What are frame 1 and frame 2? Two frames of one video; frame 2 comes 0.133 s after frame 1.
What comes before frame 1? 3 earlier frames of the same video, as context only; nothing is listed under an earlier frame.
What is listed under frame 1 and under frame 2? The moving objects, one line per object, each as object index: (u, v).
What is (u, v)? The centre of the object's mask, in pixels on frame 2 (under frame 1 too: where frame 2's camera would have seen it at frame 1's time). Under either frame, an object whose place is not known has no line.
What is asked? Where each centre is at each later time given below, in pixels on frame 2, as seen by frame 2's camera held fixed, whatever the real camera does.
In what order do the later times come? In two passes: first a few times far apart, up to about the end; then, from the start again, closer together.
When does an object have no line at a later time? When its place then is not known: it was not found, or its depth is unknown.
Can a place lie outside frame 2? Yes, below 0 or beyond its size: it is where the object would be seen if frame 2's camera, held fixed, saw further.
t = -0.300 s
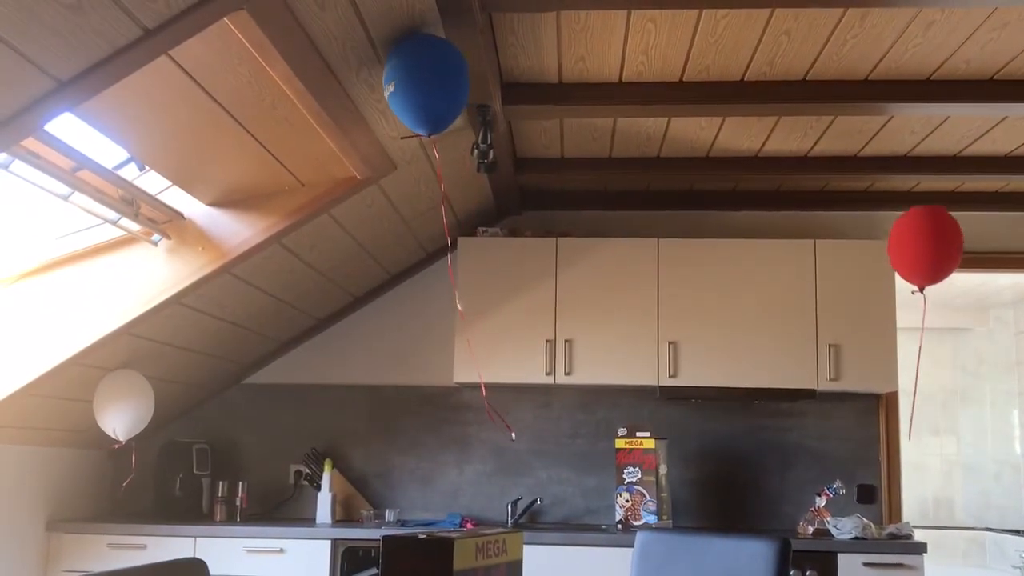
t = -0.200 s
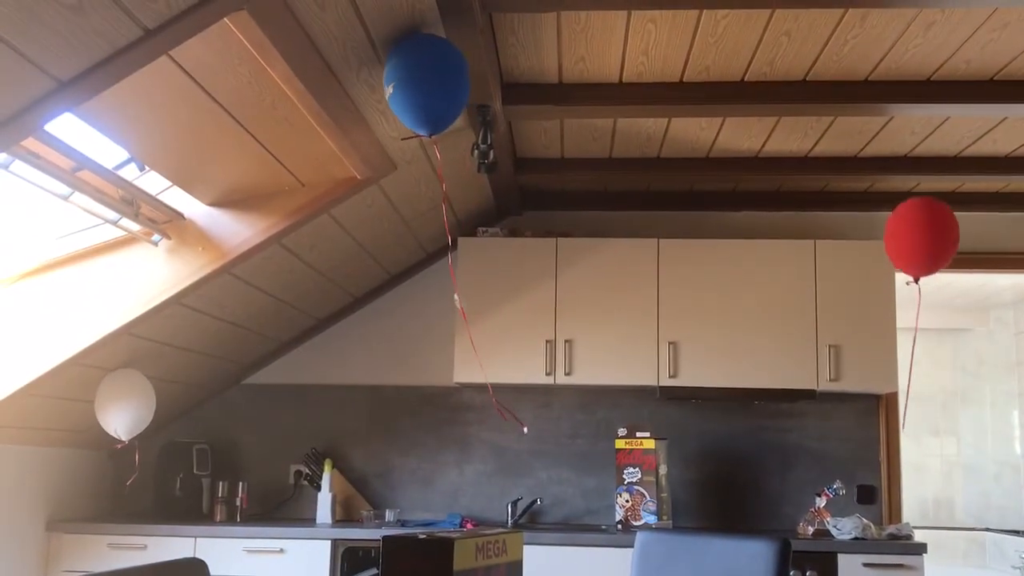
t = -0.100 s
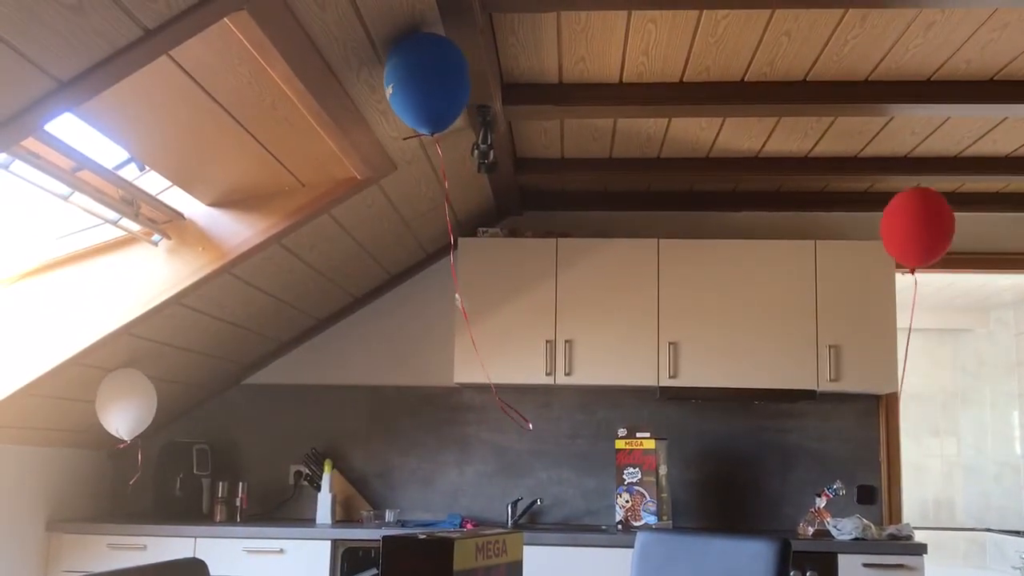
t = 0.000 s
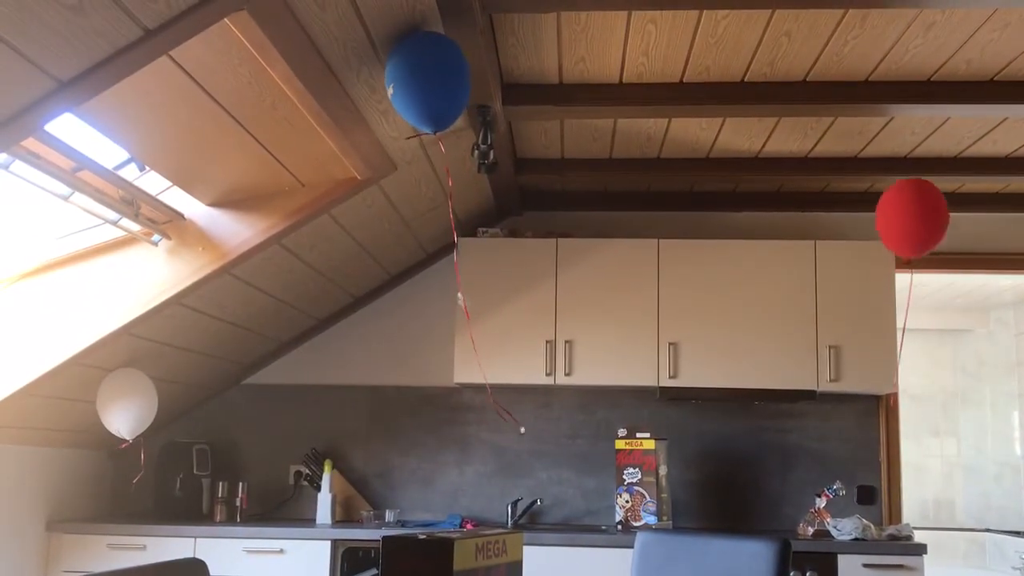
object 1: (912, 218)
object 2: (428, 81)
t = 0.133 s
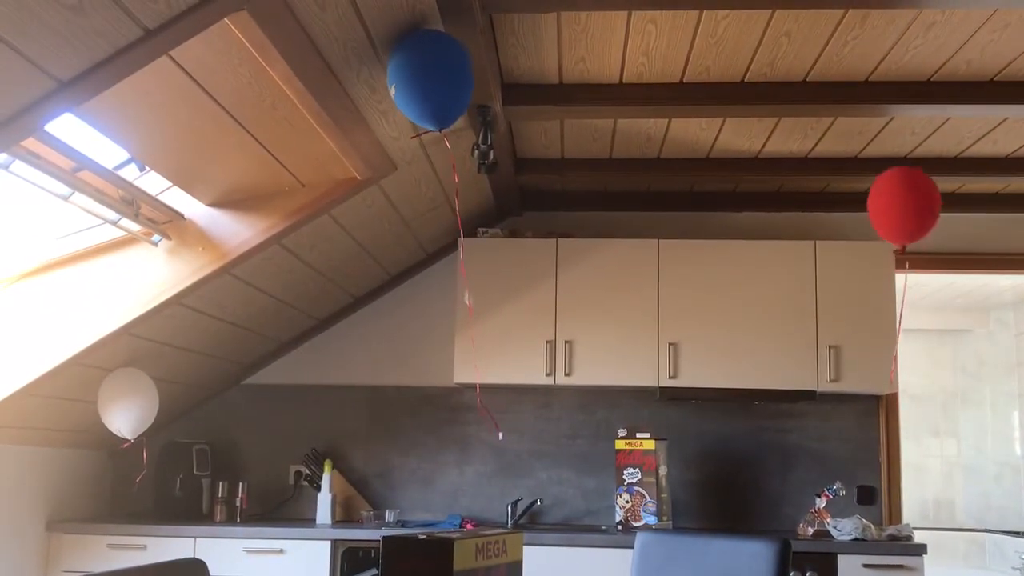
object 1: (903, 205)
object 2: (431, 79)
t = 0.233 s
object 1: (897, 195)
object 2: (432, 77)
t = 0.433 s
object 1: (880, 177)
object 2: (437, 74)
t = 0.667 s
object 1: (859, 155)
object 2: (443, 70)
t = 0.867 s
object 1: (839, 138)
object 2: (449, 66)
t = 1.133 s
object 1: (821, 149)
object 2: (457, 65)
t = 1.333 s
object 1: (810, 164)
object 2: (462, 66)
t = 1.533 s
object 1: (798, 175)
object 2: (465, 67)
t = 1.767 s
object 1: (783, 186)
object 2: (466, 69)
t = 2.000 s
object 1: (768, 193)
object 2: (466, 72)
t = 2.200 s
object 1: (756, 196)
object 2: (463, 73)
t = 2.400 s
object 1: (743, 197)
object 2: (460, 74)
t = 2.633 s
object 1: (727, 195)
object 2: (456, 78)
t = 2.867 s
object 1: (710, 191)
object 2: (455, 80)
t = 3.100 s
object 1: (691, 184)
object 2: (455, 81)
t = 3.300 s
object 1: (673, 176)
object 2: (456, 81)
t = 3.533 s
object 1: (651, 166)
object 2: (457, 81)
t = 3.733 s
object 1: (630, 157)
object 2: (456, 82)
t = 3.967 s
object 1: (604, 146)
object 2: (455, 82)
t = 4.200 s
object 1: (579, 133)
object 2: (454, 84)
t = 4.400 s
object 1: (558, 123)
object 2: (453, 85)
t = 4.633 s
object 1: (535, 111)
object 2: (454, 87)
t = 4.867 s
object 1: (532, 124)
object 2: (454, 88)
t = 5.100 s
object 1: (534, 140)
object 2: (455, 89)
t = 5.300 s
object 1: (533, 153)
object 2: (456, 90)
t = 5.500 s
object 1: (530, 165)
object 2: (457, 90)
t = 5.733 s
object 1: (526, 177)
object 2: (458, 90)
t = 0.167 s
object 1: (901, 202)
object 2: (431, 78)
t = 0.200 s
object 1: (899, 198)
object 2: (432, 78)
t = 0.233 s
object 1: (897, 195)
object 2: (432, 77)
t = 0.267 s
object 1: (894, 192)
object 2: (433, 76)
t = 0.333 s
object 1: (889, 186)
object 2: (434, 75)
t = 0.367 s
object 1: (886, 183)
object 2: (435, 75)
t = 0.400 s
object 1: (883, 179)
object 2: (436, 74)
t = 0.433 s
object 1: (880, 177)
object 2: (437, 74)
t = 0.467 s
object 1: (878, 174)
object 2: (438, 73)
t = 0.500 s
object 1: (875, 170)
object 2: (438, 73)
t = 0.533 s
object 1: (871, 167)
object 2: (439, 72)
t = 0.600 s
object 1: (865, 161)
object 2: (441, 71)
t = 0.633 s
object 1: (862, 158)
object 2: (442, 70)
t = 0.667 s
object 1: (859, 155)
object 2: (443, 70)
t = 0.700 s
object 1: (856, 153)
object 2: (444, 69)
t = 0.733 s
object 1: (852, 150)
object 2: (445, 68)
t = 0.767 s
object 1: (849, 147)
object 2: (445, 67)
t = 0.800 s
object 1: (846, 144)
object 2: (447, 67)
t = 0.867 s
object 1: (839, 138)
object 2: (449, 66)
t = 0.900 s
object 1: (835, 135)
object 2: (450, 66)
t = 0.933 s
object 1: (832, 134)
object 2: (451, 65)
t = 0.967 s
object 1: (830, 136)
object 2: (452, 65)
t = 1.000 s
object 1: (828, 139)
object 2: (453, 64)
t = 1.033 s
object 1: (827, 141)
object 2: (453, 64)
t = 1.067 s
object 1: (825, 144)
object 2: (455, 65)
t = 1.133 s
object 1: (821, 149)
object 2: (457, 65)
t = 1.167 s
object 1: (820, 152)
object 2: (458, 65)
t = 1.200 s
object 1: (818, 154)
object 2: (458, 65)
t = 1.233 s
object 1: (816, 157)
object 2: (459, 66)
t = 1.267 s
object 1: (814, 159)
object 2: (460, 66)
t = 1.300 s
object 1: (812, 161)
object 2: (461, 66)
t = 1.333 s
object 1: (810, 164)
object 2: (462, 66)
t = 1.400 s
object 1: (807, 168)
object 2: (463, 66)
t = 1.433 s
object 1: (804, 170)
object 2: (464, 66)
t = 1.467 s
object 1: (802, 172)
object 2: (464, 67)
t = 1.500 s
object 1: (800, 174)
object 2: (465, 67)
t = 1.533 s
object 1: (798, 175)
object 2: (465, 67)
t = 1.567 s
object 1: (796, 177)
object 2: (465, 67)
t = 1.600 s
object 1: (794, 179)
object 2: (466, 68)
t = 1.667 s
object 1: (790, 182)
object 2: (466, 68)
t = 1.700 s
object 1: (788, 183)
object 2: (466, 69)
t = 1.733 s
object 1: (785, 185)
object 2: (466, 69)
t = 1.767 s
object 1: (783, 186)
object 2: (466, 69)
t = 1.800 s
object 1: (781, 187)
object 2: (467, 70)
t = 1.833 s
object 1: (779, 188)
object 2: (466, 70)
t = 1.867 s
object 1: (777, 189)
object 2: (467, 71)
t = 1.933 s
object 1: (773, 191)
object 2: (466, 71)
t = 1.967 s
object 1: (770, 192)
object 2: (466, 71)
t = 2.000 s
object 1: (768, 193)
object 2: (466, 72)
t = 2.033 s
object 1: (766, 193)
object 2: (465, 72)
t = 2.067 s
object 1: (764, 194)
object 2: (465, 72)
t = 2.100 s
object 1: (762, 195)
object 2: (465, 73)
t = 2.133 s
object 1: (760, 195)
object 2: (464, 73)
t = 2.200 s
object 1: (756, 196)
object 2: (463, 73)
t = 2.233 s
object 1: (754, 196)
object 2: (463, 73)
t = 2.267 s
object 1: (751, 196)
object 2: (463, 74)
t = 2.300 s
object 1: (749, 197)
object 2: (462, 74)
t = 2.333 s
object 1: (747, 197)
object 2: (461, 75)
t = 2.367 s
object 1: (745, 197)
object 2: (461, 75)
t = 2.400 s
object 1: (743, 197)
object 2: (460, 74)
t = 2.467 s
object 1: (739, 197)
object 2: (459, 75)
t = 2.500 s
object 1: (736, 197)
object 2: (458, 76)
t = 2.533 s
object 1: (734, 196)
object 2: (458, 76)
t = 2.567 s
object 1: (732, 196)
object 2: (457, 77)
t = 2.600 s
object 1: (729, 196)
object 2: (457, 77)
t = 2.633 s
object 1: (727, 195)
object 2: (456, 78)
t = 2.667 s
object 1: (725, 195)
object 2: (456, 78)
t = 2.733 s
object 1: (720, 194)
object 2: (455, 79)
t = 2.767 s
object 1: (717, 193)
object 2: (455, 79)
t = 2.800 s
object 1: (715, 192)
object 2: (455, 80)
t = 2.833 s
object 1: (712, 192)
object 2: (455, 80)
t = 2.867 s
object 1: (710, 191)
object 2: (455, 80)
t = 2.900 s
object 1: (707, 190)
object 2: (455, 80)
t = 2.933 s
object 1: (705, 189)
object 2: (455, 81)
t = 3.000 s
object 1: (699, 187)
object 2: (455, 81)
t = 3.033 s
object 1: (697, 186)
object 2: (455, 81)
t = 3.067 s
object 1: (694, 185)
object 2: (455, 81)
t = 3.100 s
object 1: (691, 184)
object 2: (455, 81)
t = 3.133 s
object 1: (688, 183)
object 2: (455, 81)
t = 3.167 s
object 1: (685, 182)
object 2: (455, 81)
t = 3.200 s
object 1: (682, 180)
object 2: (455, 81)
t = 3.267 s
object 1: (676, 178)
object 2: (456, 81)
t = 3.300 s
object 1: (673, 176)
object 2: (456, 81)
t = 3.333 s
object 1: (670, 175)
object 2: (456, 81)
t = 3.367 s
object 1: (667, 174)
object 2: (456, 81)
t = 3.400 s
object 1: (664, 172)
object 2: (456, 81)
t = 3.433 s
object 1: (660, 171)
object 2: (456, 81)
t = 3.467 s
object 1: (657, 169)
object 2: (456, 81)
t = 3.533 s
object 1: (651, 166)
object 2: (457, 81)
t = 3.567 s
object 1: (647, 165)
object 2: (457, 81)
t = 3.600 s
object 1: (644, 164)
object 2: (457, 81)
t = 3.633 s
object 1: (640, 162)
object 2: (457, 81)
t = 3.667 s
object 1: (636, 160)
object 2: (457, 81)
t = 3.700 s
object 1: (633, 159)
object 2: (456, 82)
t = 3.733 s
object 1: (630, 157)
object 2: (456, 82)
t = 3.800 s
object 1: (622, 154)
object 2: (456, 82)
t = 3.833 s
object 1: (619, 152)
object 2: (456, 82)
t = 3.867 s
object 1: (615, 151)
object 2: (456, 82)
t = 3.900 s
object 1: (611, 149)
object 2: (455, 82)
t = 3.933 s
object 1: (608, 148)
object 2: (455, 83)
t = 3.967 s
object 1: (604, 146)
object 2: (455, 82)
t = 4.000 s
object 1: (601, 144)
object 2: (455, 83)
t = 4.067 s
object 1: (593, 141)
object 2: (454, 83)
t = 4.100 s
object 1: (589, 139)
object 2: (454, 83)
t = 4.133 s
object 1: (586, 137)
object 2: (454, 83)
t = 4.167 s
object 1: (582, 135)
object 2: (454, 83)
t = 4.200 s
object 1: (579, 133)
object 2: (454, 84)
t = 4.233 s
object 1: (575, 131)
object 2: (454, 84)
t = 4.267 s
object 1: (571, 129)
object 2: (454, 84)
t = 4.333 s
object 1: (564, 126)
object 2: (454, 85)
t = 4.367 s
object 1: (561, 124)
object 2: (453, 85)
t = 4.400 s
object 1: (558, 123)
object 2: (453, 85)
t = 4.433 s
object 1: (554, 121)
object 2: (453, 85)
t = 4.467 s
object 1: (551, 120)
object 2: (453, 86)
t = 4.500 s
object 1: (548, 118)
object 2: (453, 86)
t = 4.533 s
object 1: (544, 116)
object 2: (453, 86)
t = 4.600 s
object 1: (538, 113)
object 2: (454, 87)
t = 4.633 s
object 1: (535, 111)
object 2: (454, 87)
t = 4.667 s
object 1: (533, 112)
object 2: (454, 87)
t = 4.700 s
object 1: (531, 112)
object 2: (454, 87)
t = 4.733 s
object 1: (531, 114)
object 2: (454, 87)
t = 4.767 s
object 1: (531, 117)
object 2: (454, 88)
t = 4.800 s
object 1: (531, 119)
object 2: (454, 88)
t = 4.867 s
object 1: (532, 124)
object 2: (454, 88)
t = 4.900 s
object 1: (532, 126)
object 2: (454, 88)
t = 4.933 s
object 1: (533, 128)
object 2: (454, 88)
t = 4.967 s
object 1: (533, 131)
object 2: (455, 89)
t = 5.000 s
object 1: (533, 133)
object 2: (455, 89)
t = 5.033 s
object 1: (534, 135)
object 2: (455, 89)
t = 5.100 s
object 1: (534, 140)
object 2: (455, 89)
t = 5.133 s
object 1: (534, 142)
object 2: (455, 89)
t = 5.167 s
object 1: (534, 144)
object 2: (455, 89)
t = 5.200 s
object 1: (534, 146)
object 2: (455, 89)
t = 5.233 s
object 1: (533, 148)
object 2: (455, 89)
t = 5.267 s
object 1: (533, 151)
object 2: (456, 90)
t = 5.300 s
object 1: (533, 153)
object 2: (456, 90)
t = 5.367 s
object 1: (532, 157)
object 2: (456, 89)
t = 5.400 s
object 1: (532, 159)
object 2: (456, 90)
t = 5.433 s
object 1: (531, 161)
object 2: (457, 90)
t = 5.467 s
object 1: (531, 163)
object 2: (457, 90)
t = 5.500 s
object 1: (530, 165)
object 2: (457, 90)
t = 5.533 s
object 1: (529, 167)
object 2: (457, 90)
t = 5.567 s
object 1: (529, 168)
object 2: (457, 90)
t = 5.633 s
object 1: (528, 172)
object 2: (458, 90)
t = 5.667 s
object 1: (527, 173)
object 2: (458, 90)
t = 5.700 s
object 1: (527, 175)
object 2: (458, 89)
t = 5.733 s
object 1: (526, 177)
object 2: (458, 90)
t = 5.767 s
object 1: (525, 178)
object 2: (458, 90)
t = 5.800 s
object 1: (525, 180)
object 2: (459, 90)
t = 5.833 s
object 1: (524, 181)
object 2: (460, 90)
